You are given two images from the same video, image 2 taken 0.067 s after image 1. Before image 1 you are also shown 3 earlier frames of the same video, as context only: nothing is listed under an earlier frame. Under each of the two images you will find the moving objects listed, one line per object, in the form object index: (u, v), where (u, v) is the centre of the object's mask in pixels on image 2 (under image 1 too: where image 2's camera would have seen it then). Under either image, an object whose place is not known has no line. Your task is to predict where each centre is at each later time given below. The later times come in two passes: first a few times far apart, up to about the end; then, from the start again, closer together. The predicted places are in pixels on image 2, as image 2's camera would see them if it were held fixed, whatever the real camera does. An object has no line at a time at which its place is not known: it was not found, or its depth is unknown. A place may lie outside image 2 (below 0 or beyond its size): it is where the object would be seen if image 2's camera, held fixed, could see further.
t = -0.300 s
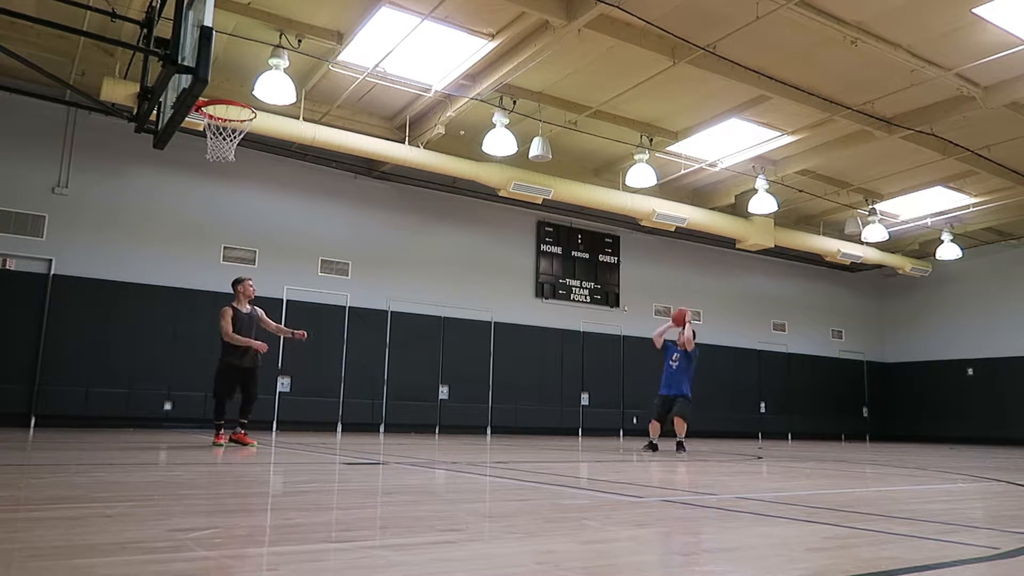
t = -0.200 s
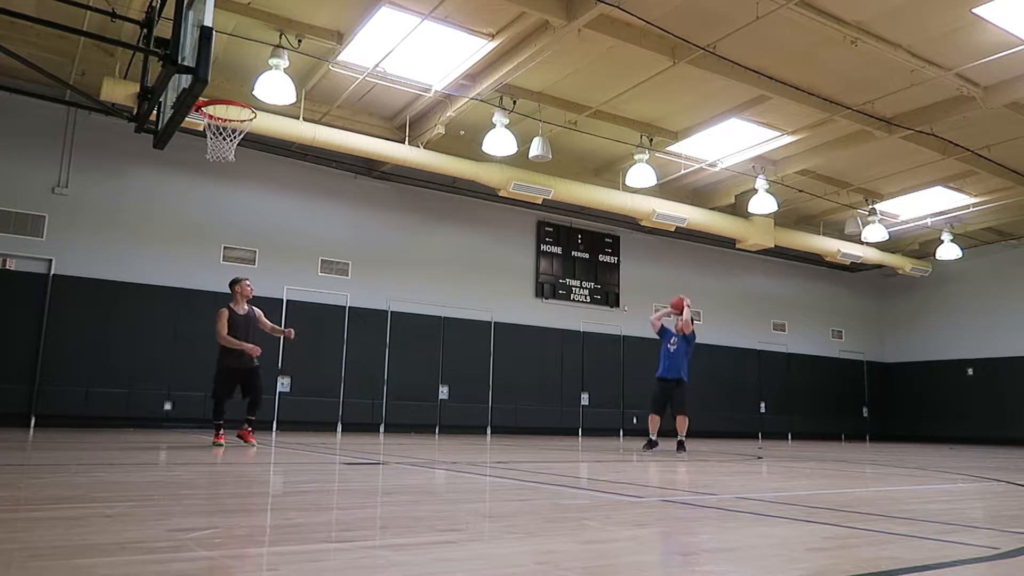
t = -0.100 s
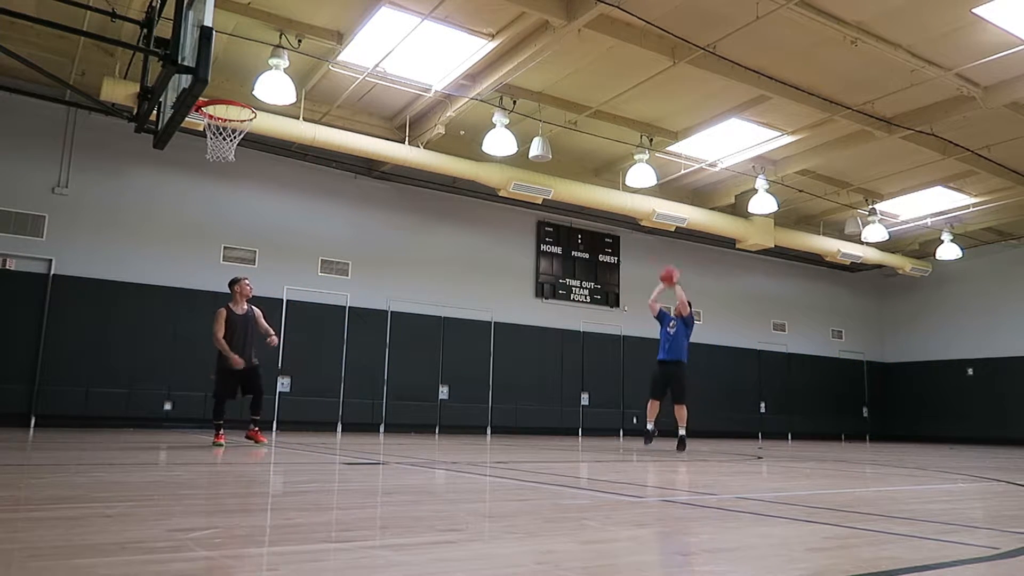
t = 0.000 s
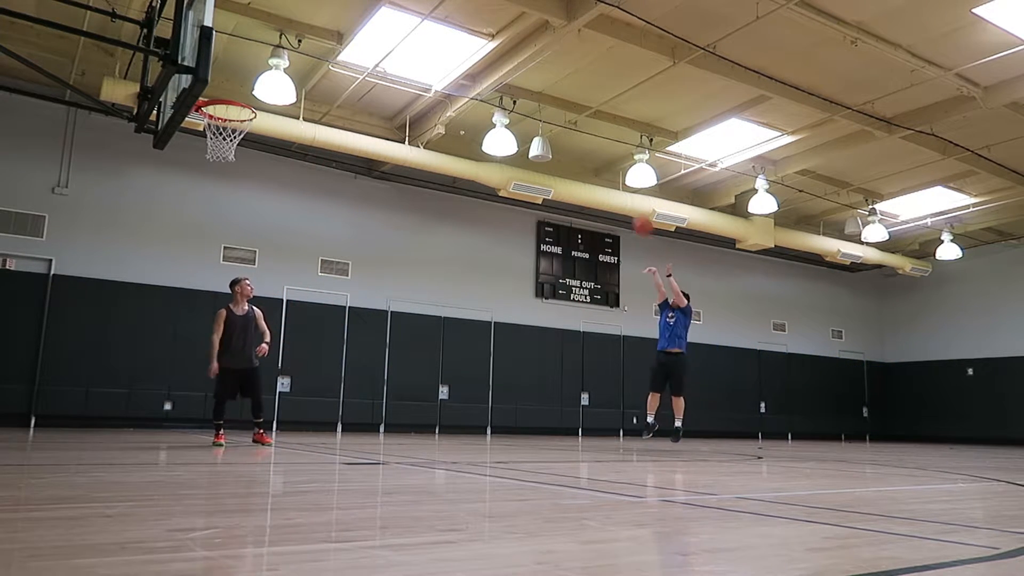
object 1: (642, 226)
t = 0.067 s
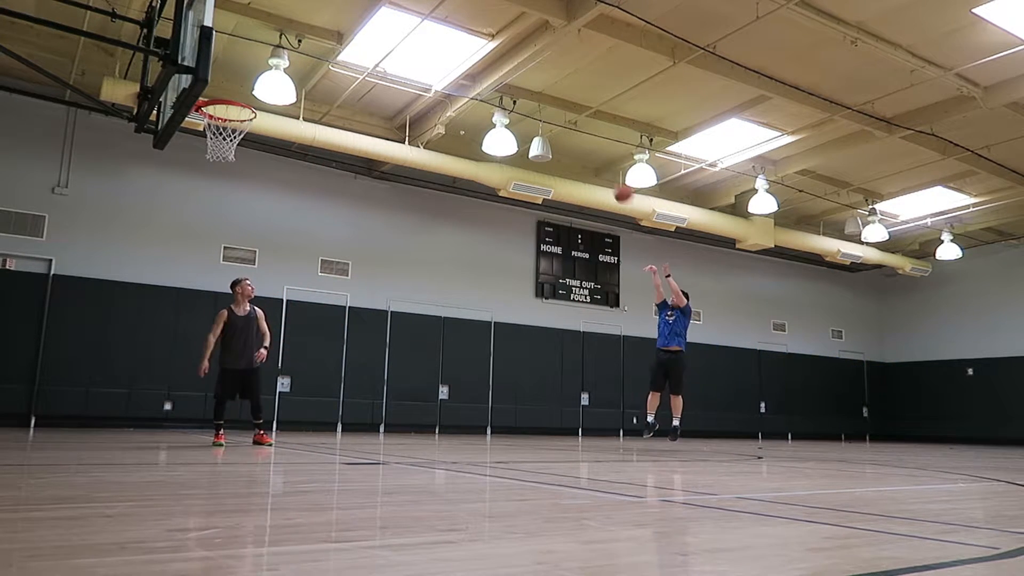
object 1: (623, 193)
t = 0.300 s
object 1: (551, 103)
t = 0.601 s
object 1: (448, 42)
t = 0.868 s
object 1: (338, 45)
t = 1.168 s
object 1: (218, 131)
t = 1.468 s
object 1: (248, 240)
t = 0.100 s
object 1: (614, 179)
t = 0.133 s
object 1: (603, 164)
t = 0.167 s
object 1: (594, 152)
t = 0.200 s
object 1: (583, 138)
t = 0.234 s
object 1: (573, 126)
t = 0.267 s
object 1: (562, 114)
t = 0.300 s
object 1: (551, 103)
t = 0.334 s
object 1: (541, 93)
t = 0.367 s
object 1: (530, 84)
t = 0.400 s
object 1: (519, 76)
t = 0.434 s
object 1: (507, 68)
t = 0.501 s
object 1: (484, 56)
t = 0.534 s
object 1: (472, 50)
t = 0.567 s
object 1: (460, 46)
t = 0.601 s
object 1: (448, 42)
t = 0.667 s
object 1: (422, 37)
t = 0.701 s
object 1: (409, 36)
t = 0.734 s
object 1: (395, 36)
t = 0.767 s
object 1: (382, 37)
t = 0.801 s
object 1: (367, 39)
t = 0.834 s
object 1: (352, 41)
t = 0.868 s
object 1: (338, 45)
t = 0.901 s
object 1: (323, 51)
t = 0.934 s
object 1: (308, 57)
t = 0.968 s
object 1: (293, 64)
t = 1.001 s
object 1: (275, 73)
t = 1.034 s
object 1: (256, 83)
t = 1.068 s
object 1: (240, 92)
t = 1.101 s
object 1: (222, 109)
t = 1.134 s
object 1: (217, 120)
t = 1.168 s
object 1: (218, 131)
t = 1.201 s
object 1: (221, 144)
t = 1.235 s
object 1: (225, 148)
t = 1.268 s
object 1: (229, 157)
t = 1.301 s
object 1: (232, 168)
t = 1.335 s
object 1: (236, 179)
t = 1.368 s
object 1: (239, 193)
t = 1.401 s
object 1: (242, 207)
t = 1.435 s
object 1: (245, 223)
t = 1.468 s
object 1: (248, 240)
